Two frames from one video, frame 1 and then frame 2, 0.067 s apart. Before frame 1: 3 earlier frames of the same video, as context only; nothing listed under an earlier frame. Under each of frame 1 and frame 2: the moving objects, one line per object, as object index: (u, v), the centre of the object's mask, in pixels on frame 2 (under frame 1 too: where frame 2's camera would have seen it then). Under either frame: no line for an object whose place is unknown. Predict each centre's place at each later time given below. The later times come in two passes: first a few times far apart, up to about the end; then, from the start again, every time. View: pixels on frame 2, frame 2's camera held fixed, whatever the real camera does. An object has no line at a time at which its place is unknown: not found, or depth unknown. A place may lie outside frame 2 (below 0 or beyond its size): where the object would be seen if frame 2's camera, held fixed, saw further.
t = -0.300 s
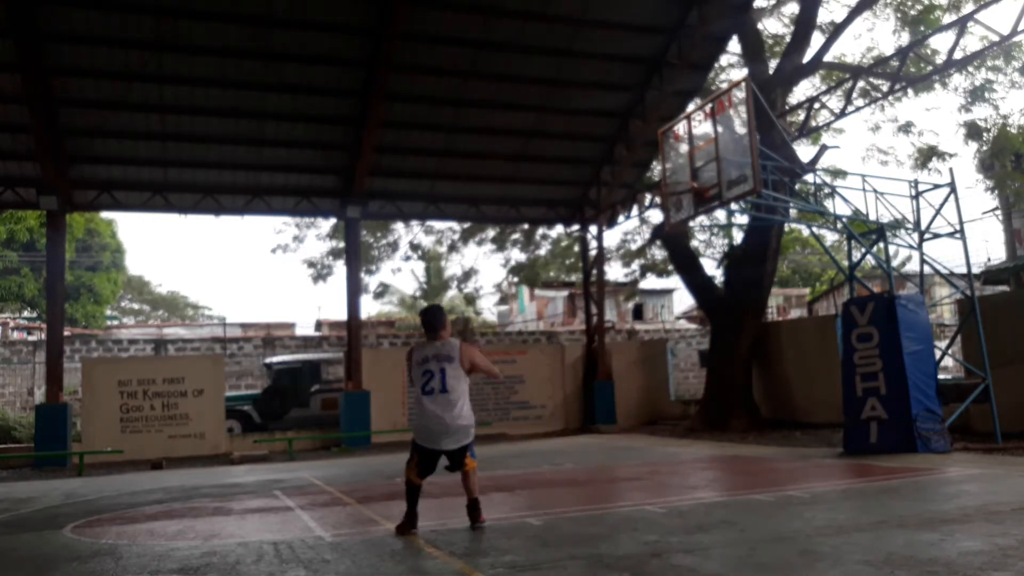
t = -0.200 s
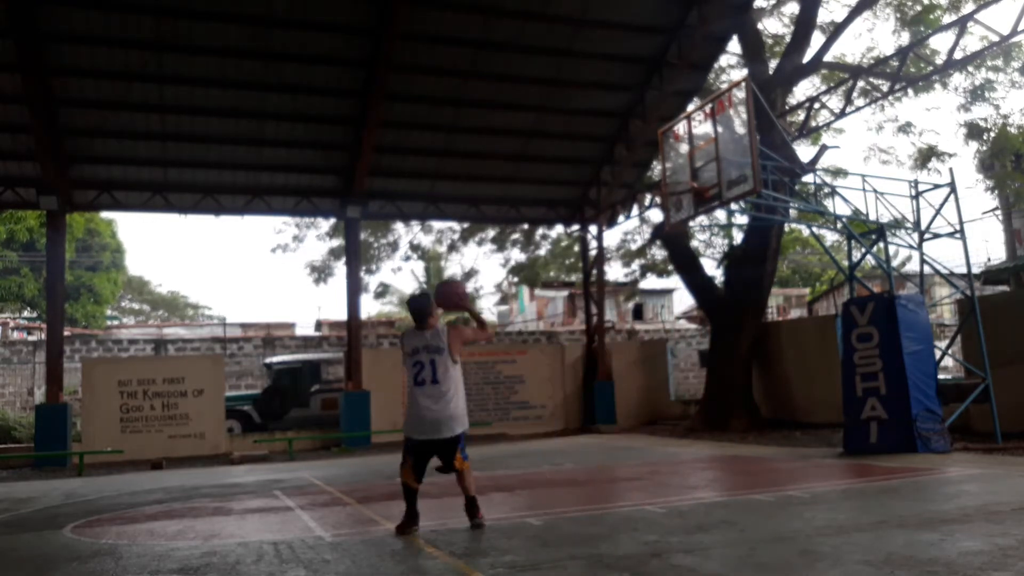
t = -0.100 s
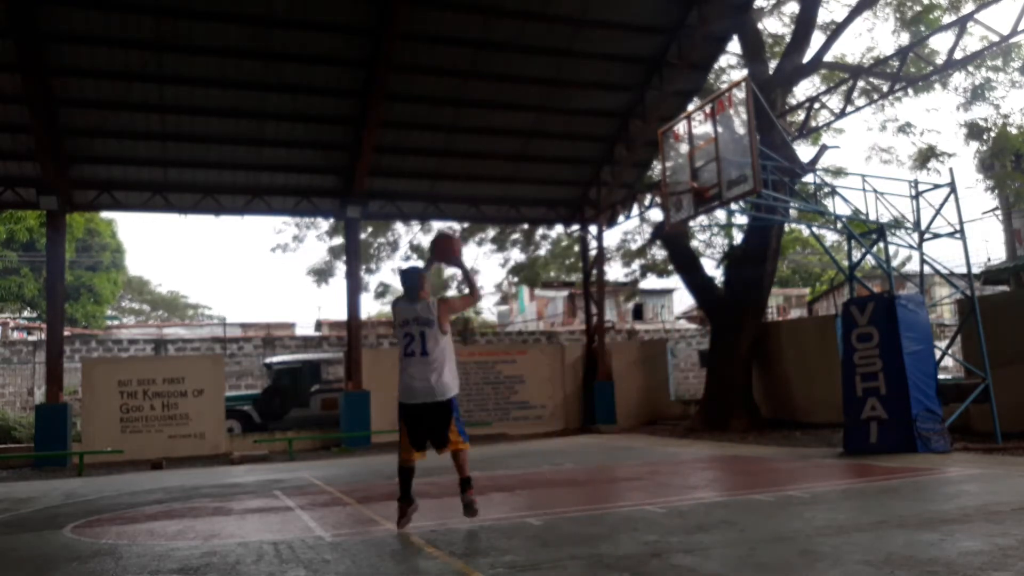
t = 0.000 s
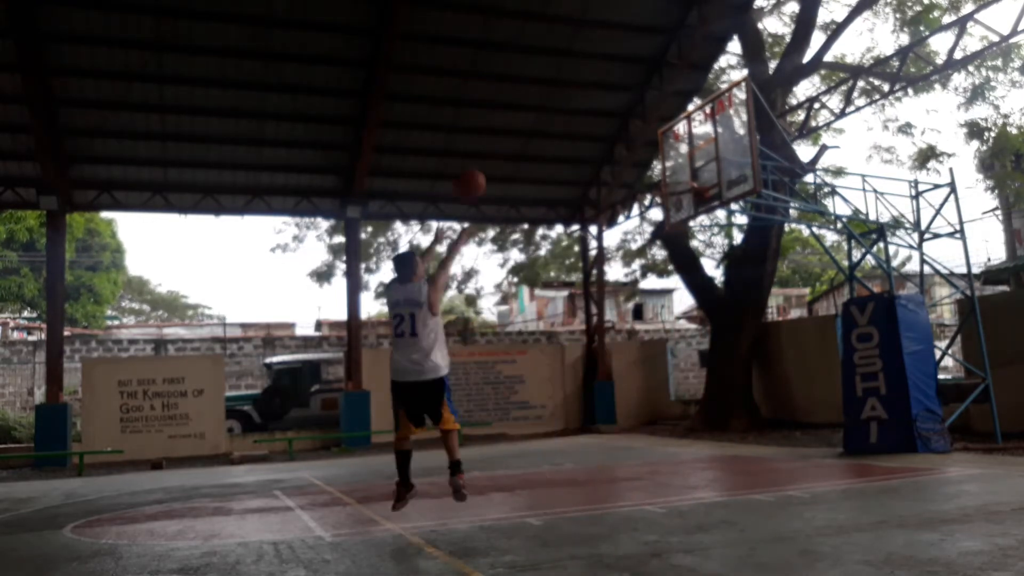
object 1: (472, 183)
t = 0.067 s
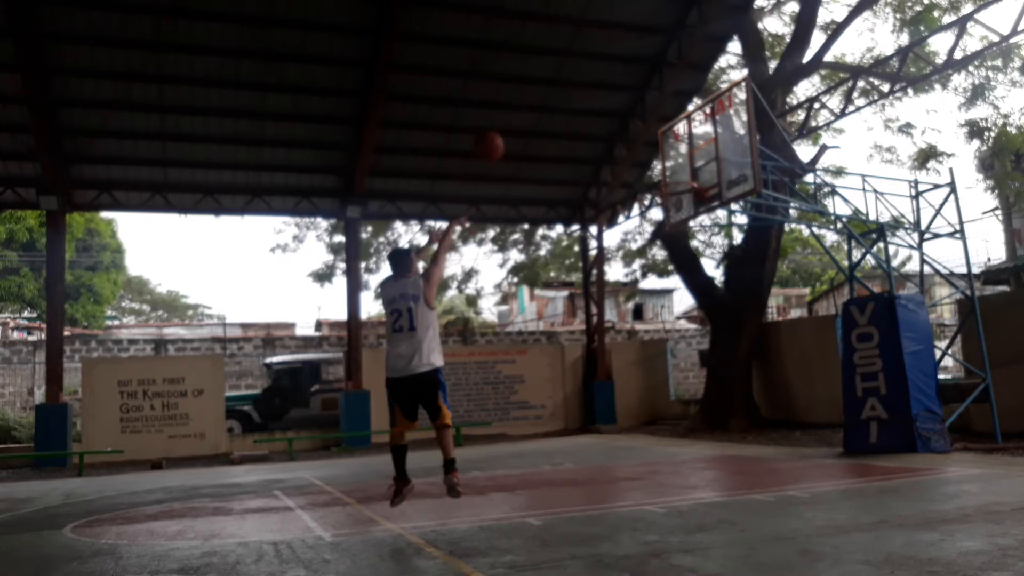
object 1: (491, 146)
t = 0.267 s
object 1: (540, 78)
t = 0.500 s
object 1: (592, 63)
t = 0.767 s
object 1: (644, 107)
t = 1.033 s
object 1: (686, 204)
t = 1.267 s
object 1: (683, 277)
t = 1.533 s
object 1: (685, 418)
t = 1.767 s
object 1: (664, 380)
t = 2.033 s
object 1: (633, 299)
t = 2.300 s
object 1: (607, 280)
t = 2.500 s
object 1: (589, 310)
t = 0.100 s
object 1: (500, 131)
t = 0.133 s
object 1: (509, 118)
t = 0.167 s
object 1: (518, 104)
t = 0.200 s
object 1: (524, 94)
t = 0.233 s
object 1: (533, 86)
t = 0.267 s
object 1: (540, 78)
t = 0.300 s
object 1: (546, 72)
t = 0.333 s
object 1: (554, 67)
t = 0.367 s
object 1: (562, 64)
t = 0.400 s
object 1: (569, 63)
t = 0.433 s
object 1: (577, 61)
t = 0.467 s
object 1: (585, 62)
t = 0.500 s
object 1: (592, 63)
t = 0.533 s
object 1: (599, 65)
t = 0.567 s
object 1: (603, 68)
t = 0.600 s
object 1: (609, 72)
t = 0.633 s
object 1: (618, 77)
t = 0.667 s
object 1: (626, 82)
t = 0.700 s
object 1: (631, 91)
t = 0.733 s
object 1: (638, 99)
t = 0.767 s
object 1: (644, 107)
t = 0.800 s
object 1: (650, 116)
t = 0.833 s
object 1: (657, 125)
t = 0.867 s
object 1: (660, 140)
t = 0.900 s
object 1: (665, 151)
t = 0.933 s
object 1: (670, 164)
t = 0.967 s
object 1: (676, 178)
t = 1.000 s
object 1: (681, 192)
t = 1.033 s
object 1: (686, 204)
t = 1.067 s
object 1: (683, 216)
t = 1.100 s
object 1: (682, 225)
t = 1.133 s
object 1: (683, 232)
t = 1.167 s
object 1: (684, 242)
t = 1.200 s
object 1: (682, 254)
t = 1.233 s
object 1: (683, 264)
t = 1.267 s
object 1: (683, 277)
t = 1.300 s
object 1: (682, 291)
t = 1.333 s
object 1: (681, 307)
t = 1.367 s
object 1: (682, 322)
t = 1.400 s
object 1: (681, 339)
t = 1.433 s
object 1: (682, 357)
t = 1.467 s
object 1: (683, 376)
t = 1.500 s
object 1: (683, 398)
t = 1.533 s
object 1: (685, 418)
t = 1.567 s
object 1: (685, 440)
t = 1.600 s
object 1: (685, 461)
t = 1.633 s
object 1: (681, 442)
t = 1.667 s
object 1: (678, 425)
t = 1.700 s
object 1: (673, 410)
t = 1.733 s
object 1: (668, 394)
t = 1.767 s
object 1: (664, 380)
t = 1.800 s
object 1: (659, 366)
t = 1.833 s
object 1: (656, 353)
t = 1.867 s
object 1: (652, 342)
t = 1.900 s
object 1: (648, 332)
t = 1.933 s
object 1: (645, 322)
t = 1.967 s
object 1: (640, 313)
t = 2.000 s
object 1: (636, 305)
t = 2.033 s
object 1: (633, 299)
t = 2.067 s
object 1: (629, 293)
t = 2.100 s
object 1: (627, 289)
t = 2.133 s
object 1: (623, 285)
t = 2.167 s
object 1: (620, 283)
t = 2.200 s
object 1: (616, 281)
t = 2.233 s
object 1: (613, 280)
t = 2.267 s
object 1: (610, 280)
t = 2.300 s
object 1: (607, 280)
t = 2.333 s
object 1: (603, 282)
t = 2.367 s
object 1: (599, 286)
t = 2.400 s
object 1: (598, 290)
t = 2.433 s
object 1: (596, 294)
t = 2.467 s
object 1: (592, 302)
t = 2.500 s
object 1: (589, 310)
